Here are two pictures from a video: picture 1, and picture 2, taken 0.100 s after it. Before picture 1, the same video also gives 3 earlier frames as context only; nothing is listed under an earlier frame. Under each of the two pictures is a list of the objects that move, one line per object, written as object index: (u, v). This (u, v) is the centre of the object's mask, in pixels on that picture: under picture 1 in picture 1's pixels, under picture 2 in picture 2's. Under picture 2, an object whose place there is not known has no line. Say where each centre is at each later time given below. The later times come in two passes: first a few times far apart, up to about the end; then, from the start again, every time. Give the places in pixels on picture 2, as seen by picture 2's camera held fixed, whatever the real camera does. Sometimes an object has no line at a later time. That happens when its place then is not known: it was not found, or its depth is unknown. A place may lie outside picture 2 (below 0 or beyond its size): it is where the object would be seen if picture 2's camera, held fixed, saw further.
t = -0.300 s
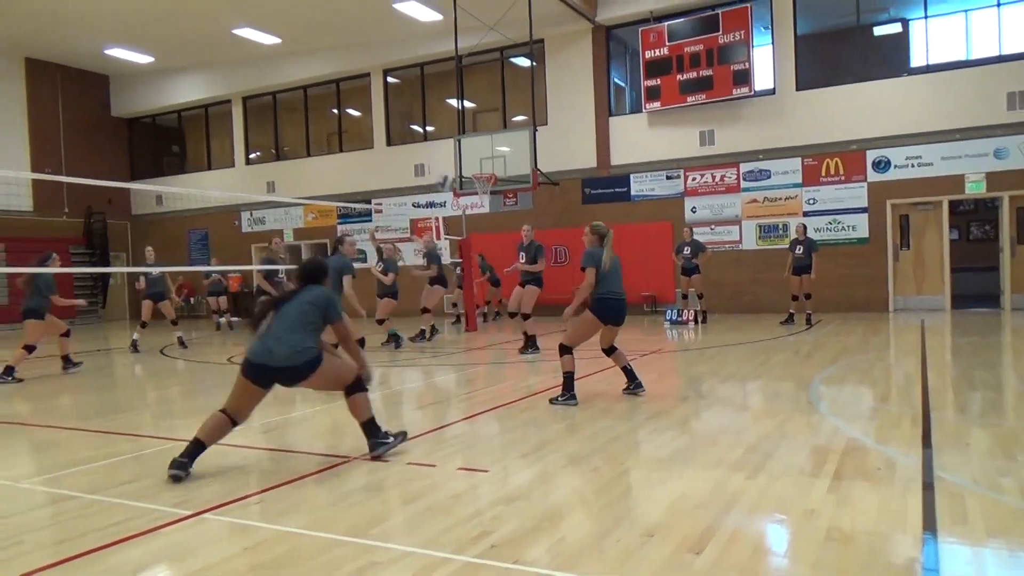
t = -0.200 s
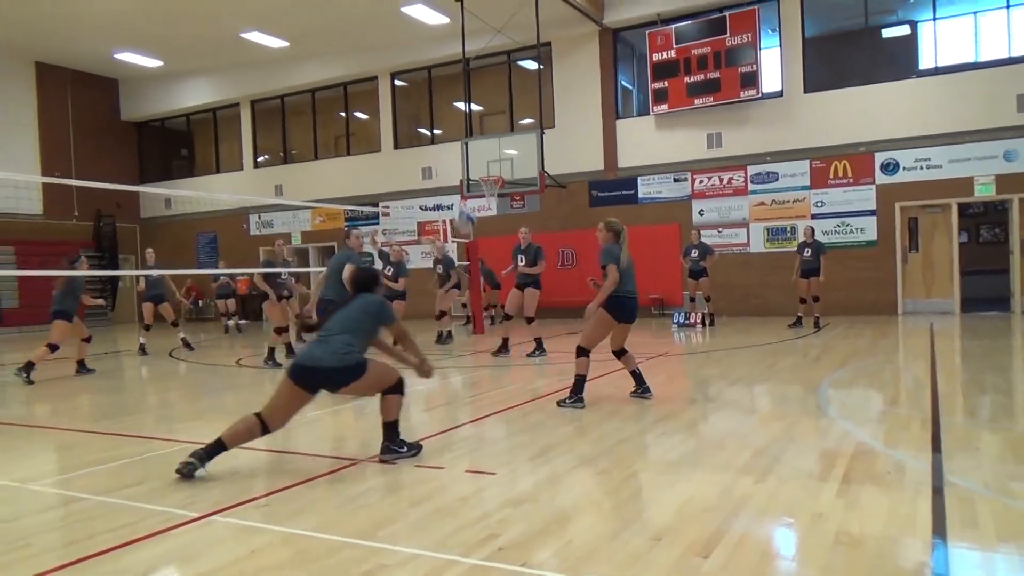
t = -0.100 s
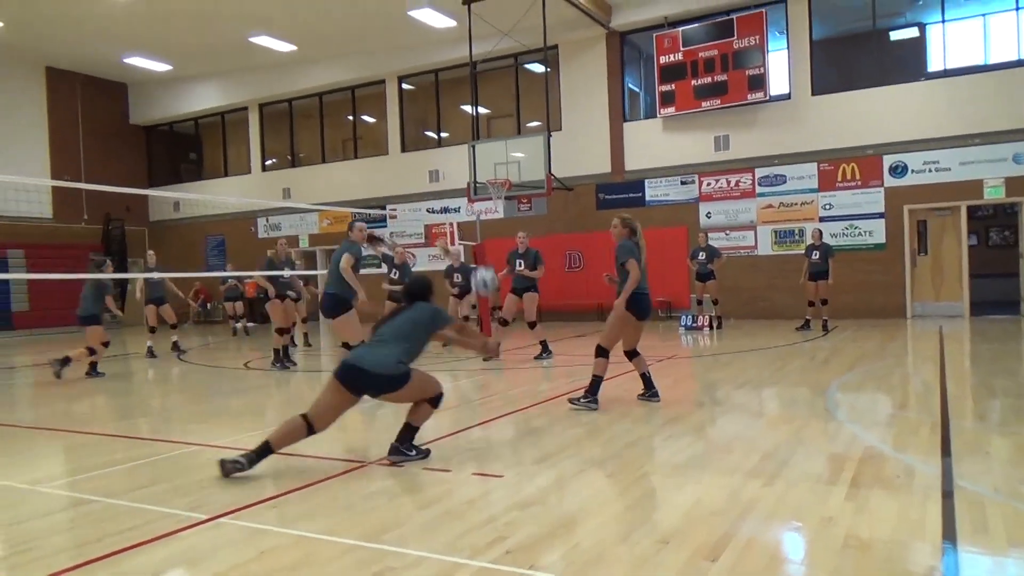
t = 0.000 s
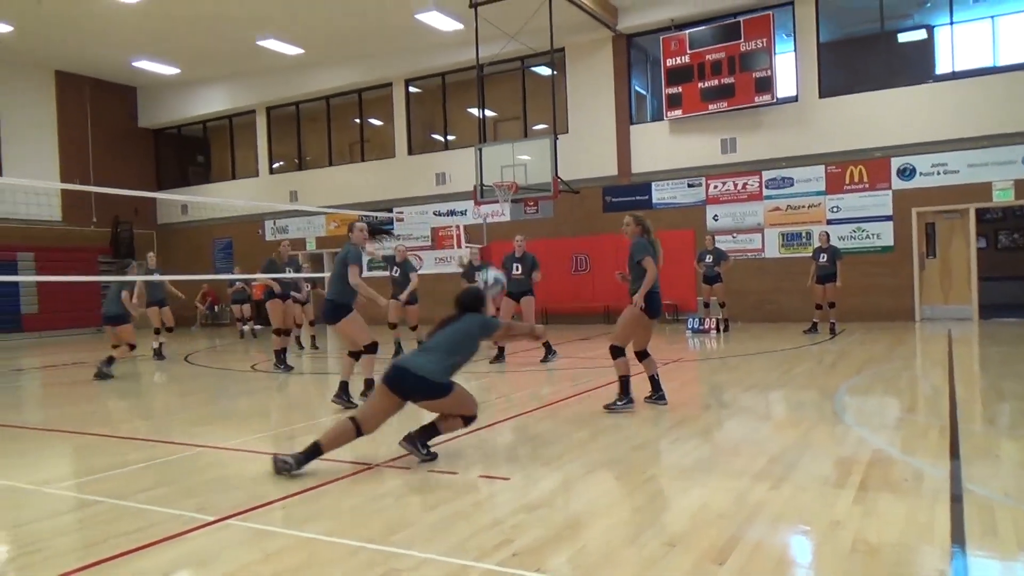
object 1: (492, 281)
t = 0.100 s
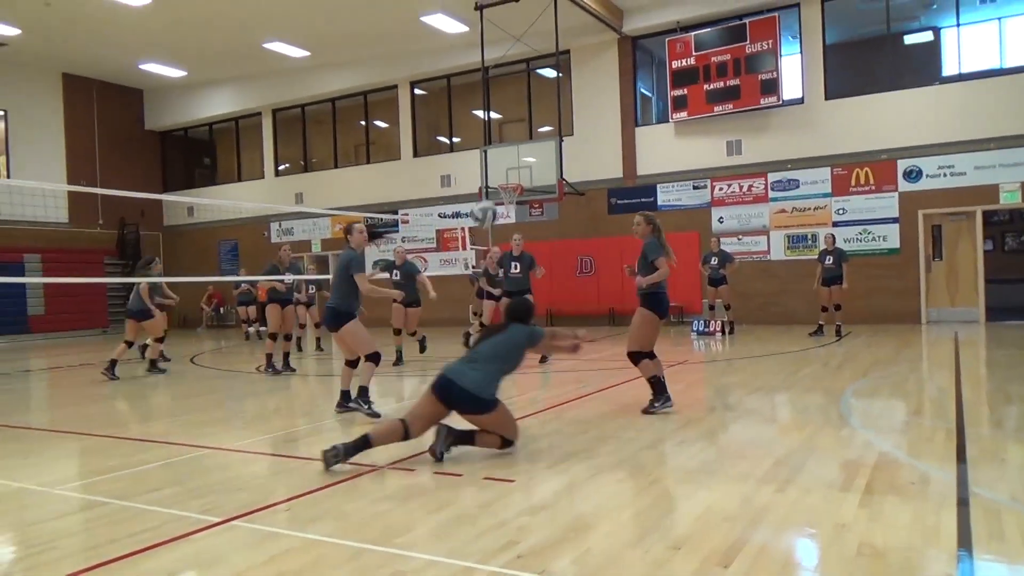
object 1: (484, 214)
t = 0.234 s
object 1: (468, 147)
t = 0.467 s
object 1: (446, 96)
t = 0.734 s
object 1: (428, 111)
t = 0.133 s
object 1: (479, 193)
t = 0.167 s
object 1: (476, 177)
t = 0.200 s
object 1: (472, 160)
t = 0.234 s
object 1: (468, 147)
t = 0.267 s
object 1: (465, 135)
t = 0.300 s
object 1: (461, 125)
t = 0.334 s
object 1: (458, 116)
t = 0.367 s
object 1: (455, 109)
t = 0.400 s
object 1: (452, 103)
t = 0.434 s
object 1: (448, 98)
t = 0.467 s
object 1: (446, 96)
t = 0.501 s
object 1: (444, 94)
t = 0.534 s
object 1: (441, 93)
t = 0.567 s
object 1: (439, 94)
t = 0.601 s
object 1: (437, 95)
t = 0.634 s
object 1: (434, 97)
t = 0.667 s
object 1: (432, 102)
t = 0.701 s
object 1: (430, 106)
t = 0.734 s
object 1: (428, 111)
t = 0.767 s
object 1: (426, 118)
